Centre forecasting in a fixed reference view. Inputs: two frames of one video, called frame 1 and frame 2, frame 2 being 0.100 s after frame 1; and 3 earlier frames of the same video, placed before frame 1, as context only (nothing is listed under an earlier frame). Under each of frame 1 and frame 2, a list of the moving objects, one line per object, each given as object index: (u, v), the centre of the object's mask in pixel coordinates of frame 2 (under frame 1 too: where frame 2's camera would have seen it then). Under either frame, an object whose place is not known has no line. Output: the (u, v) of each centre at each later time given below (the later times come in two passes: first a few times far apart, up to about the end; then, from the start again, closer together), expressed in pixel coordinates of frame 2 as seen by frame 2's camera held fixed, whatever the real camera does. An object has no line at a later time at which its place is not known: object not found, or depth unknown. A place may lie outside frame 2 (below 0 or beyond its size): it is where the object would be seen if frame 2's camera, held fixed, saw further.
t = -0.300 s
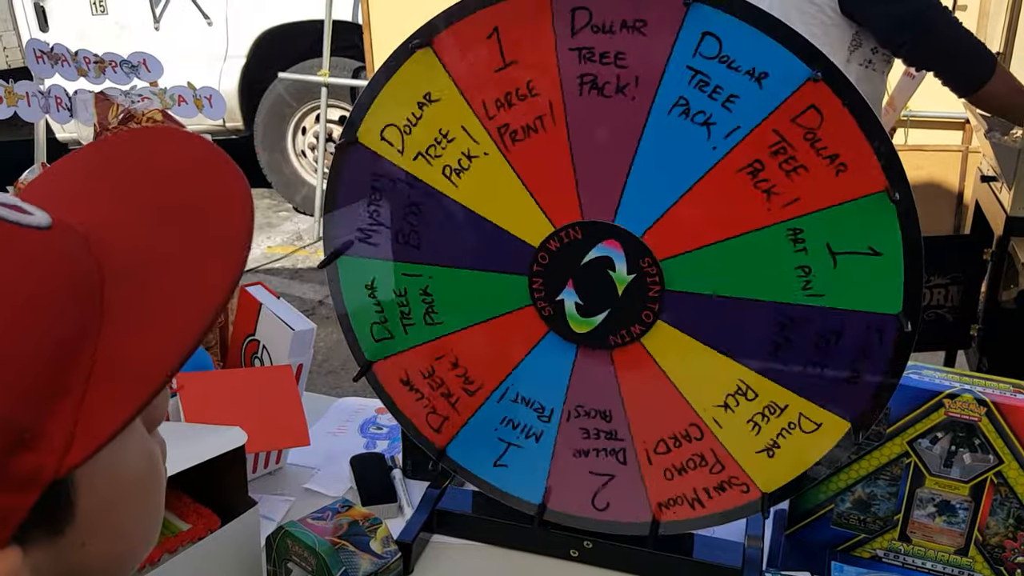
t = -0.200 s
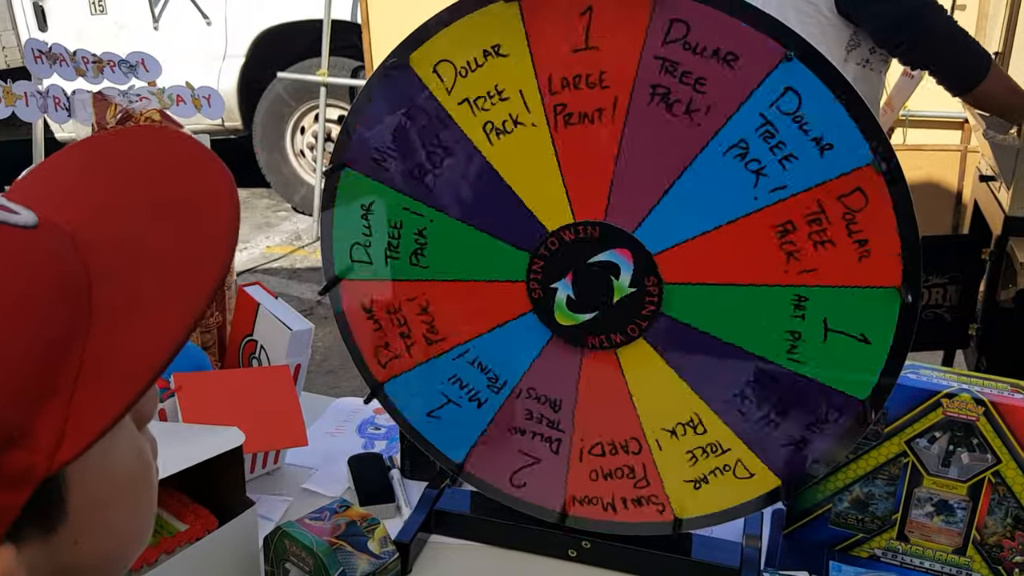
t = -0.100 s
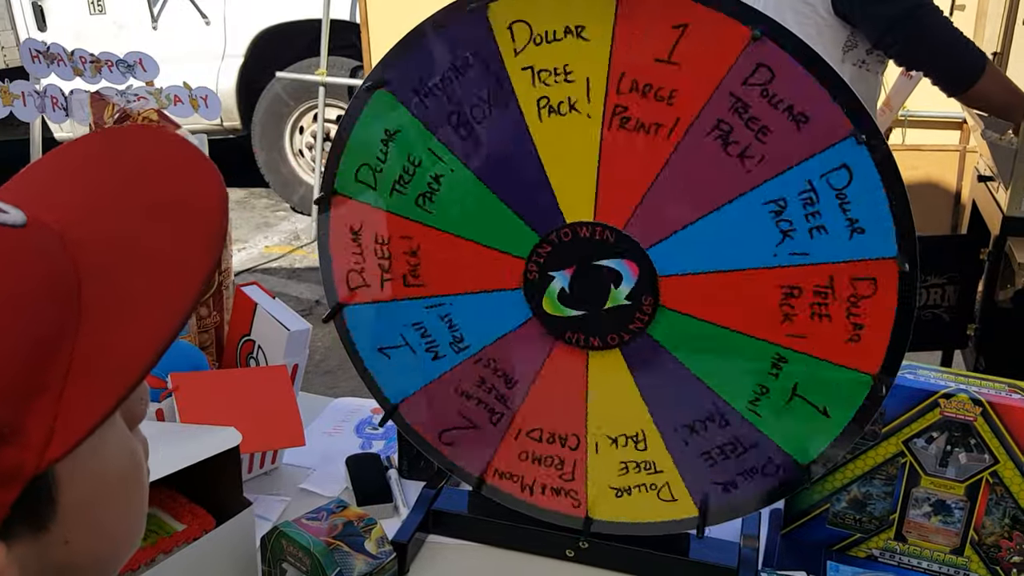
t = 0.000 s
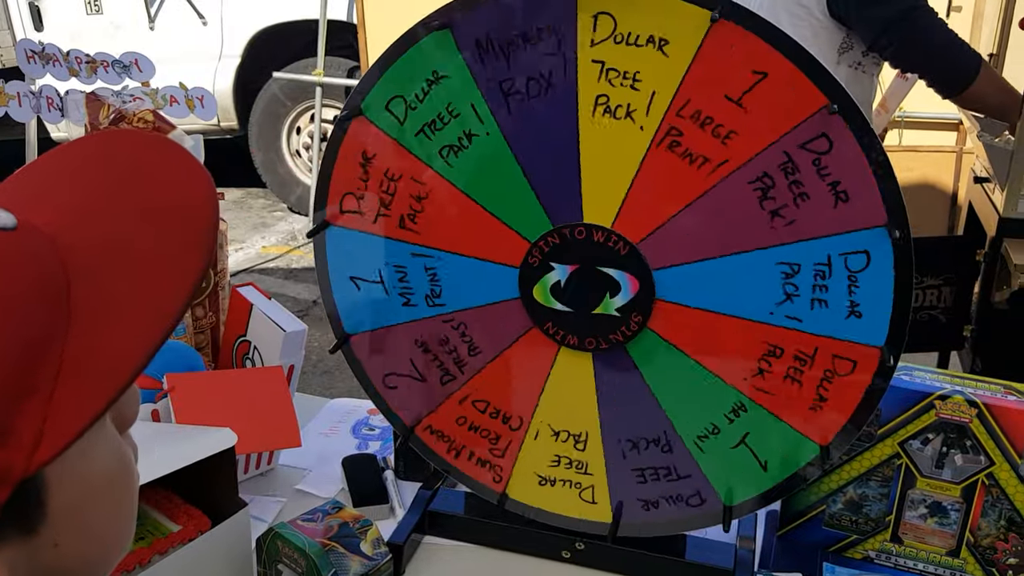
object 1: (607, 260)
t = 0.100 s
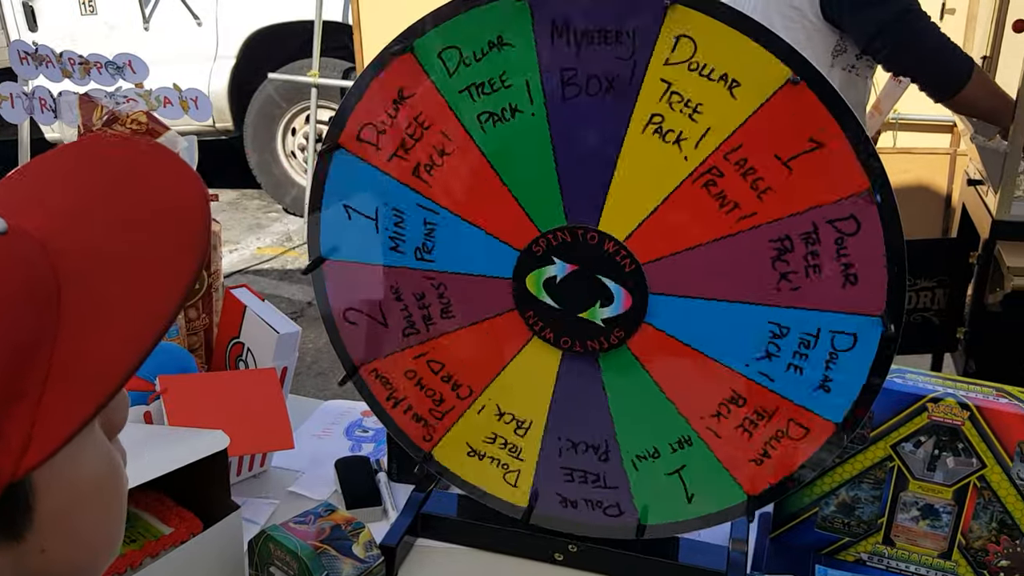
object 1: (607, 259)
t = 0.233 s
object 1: (606, 258)
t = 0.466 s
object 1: (604, 257)
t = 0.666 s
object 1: (604, 257)
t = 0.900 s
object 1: (604, 258)
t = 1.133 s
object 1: (603, 258)
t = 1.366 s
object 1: (602, 258)
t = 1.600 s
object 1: (602, 257)
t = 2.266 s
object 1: (600, 256)
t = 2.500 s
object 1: (602, 257)
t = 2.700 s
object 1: (616, 261)
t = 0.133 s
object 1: (606, 259)
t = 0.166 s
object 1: (605, 258)
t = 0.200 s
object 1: (606, 258)
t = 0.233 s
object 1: (606, 258)
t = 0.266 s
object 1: (604, 258)
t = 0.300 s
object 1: (604, 258)
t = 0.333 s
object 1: (605, 258)
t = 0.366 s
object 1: (605, 257)
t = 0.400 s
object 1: (604, 257)
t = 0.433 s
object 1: (604, 257)
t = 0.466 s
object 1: (604, 257)
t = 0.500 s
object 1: (605, 258)
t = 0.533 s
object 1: (605, 258)
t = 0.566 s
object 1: (604, 257)
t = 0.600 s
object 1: (603, 257)
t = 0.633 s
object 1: (604, 257)
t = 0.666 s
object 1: (604, 257)
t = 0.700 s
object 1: (604, 257)
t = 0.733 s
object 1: (604, 257)
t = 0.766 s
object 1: (605, 258)
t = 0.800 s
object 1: (605, 257)
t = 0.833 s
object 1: (605, 257)
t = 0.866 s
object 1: (604, 257)
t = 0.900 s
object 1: (604, 258)
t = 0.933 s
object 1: (604, 258)
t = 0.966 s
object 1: (604, 257)
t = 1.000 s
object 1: (604, 258)
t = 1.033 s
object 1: (603, 257)
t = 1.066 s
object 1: (603, 257)
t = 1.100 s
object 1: (602, 257)
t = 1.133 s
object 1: (603, 258)
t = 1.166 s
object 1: (602, 258)
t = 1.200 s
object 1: (603, 258)
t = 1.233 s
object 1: (603, 258)
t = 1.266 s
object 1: (603, 258)
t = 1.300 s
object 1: (603, 258)
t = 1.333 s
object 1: (602, 258)
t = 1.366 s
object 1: (602, 258)
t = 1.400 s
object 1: (602, 257)
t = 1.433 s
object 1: (602, 257)
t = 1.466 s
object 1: (602, 257)
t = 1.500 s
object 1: (602, 257)
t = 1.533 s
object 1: (602, 257)
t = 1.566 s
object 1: (602, 257)
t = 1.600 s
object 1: (602, 257)
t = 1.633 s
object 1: (602, 257)
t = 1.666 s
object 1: (602, 257)
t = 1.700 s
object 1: (601, 257)
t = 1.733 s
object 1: (602, 257)
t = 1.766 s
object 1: (601, 257)
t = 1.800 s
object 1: (601, 257)
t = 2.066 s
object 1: (600, 256)
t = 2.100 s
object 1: (600, 256)
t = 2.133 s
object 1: (600, 256)
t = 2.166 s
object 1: (600, 256)
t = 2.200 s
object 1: (600, 256)
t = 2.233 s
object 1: (600, 256)
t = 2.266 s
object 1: (600, 256)
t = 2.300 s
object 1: (601, 256)
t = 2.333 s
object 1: (601, 257)
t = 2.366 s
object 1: (601, 256)
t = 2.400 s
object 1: (601, 256)
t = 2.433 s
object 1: (601, 257)
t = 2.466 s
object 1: (601, 257)
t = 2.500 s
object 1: (602, 257)
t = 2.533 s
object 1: (603, 257)
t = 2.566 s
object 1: (605, 258)
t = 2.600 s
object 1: (607, 258)
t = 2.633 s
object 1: (610, 259)
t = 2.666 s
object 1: (613, 260)
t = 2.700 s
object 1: (616, 261)
